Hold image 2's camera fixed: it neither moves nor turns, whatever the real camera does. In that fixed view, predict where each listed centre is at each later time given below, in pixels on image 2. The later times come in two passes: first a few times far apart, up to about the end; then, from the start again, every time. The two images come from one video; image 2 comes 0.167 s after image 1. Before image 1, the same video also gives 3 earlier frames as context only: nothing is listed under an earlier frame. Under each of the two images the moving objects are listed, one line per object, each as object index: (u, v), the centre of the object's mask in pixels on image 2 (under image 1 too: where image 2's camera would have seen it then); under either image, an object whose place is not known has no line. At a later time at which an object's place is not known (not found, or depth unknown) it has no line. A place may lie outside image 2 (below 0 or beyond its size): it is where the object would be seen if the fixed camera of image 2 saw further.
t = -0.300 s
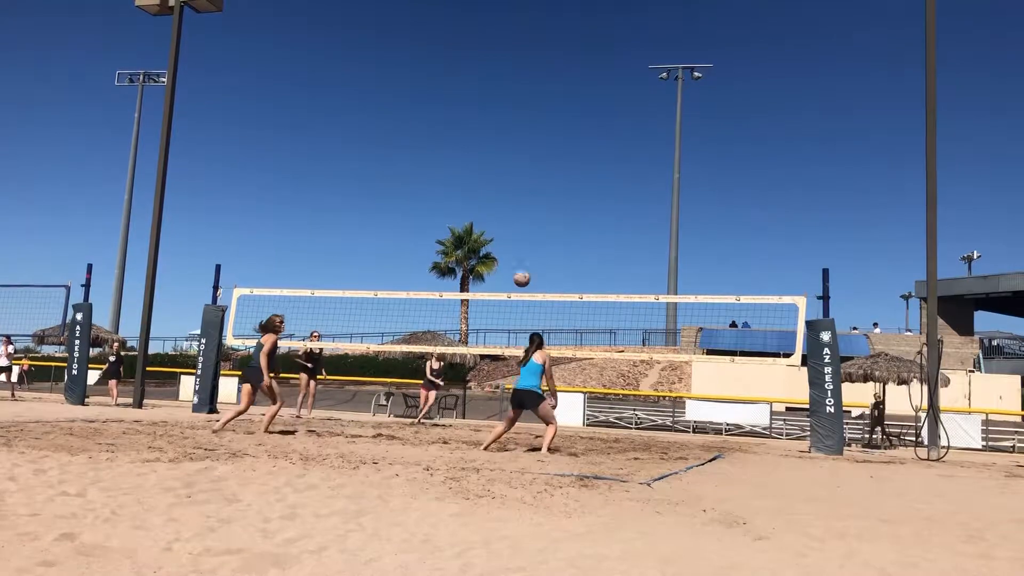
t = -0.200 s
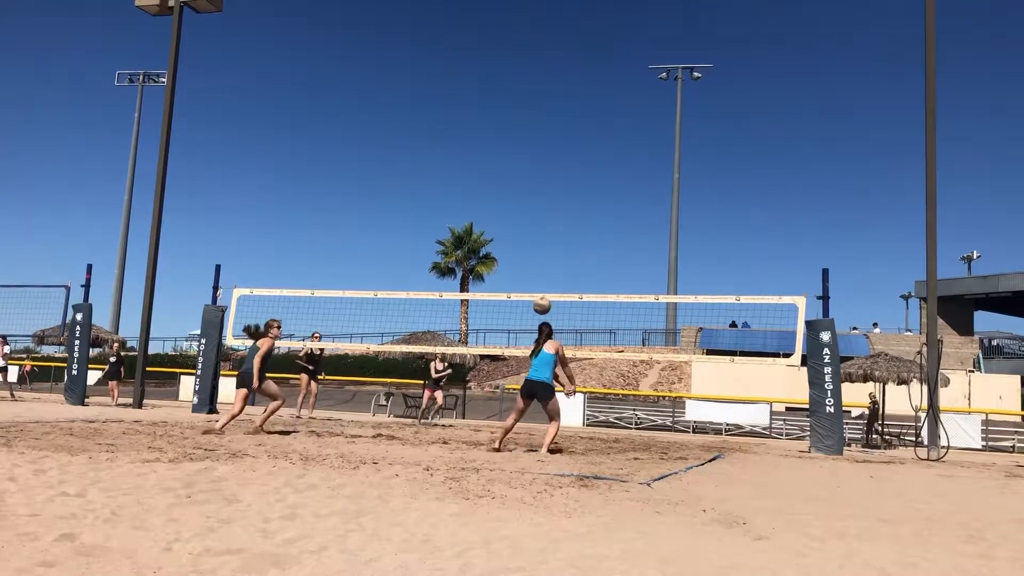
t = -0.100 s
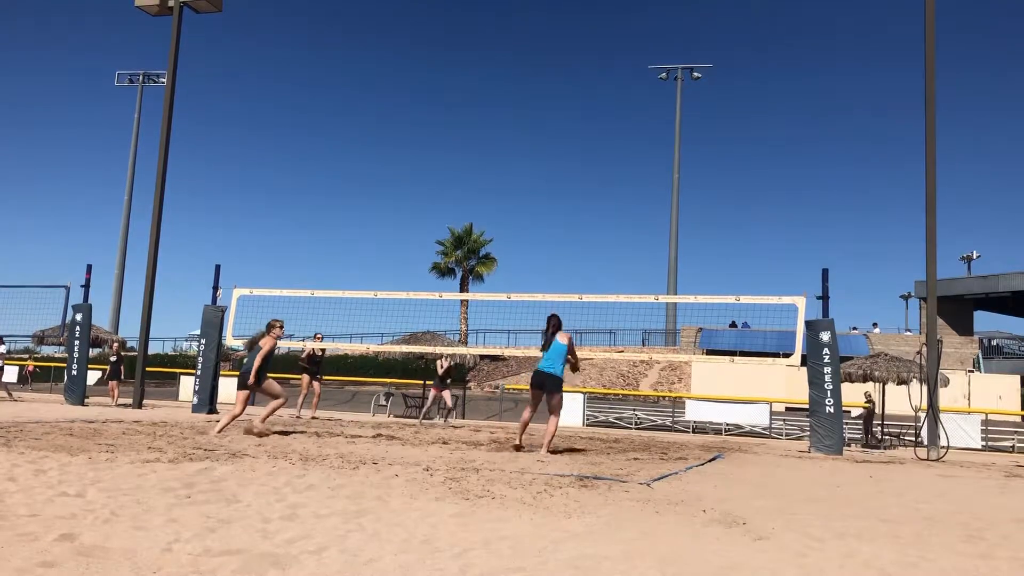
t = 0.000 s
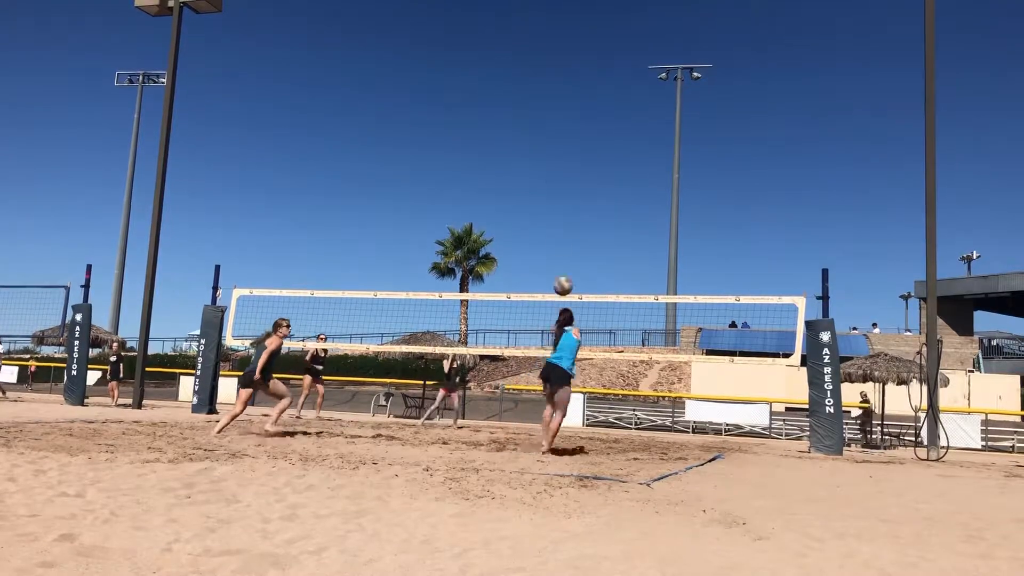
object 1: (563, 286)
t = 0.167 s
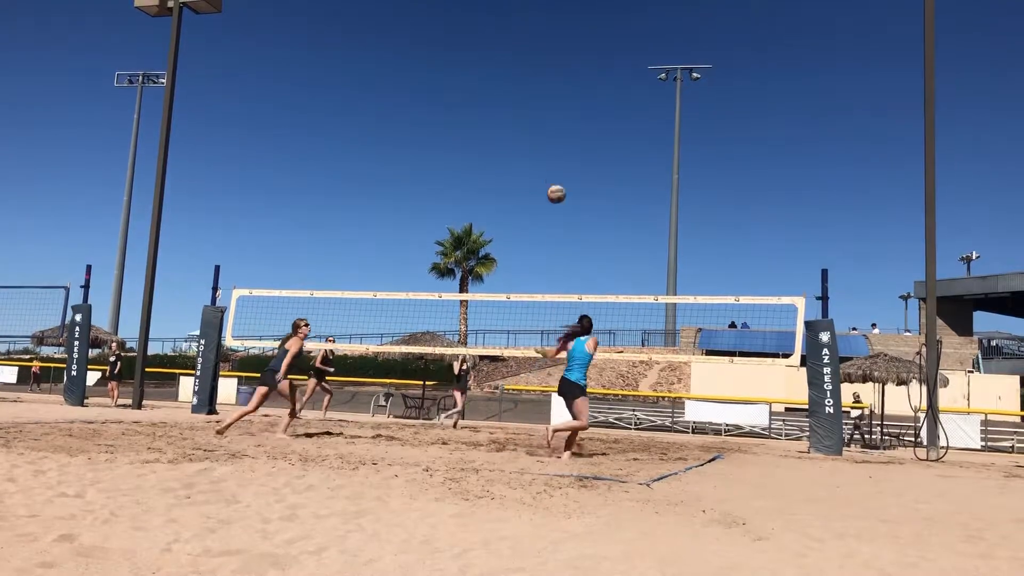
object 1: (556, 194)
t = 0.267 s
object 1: (552, 153)
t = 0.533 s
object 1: (538, 85)
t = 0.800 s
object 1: (522, 75)
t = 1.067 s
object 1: (504, 114)
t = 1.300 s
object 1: (485, 185)
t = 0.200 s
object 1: (555, 179)
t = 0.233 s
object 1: (553, 166)
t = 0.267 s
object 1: (552, 153)
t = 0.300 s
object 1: (550, 141)
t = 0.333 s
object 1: (548, 130)
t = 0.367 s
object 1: (547, 120)
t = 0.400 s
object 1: (545, 111)
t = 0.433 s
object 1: (543, 103)
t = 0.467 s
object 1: (542, 97)
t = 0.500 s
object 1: (540, 91)
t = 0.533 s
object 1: (538, 85)
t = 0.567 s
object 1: (536, 81)
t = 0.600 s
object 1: (534, 78)
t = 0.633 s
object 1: (532, 75)
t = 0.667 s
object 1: (530, 73)
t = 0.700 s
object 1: (528, 73)
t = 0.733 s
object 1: (526, 73)
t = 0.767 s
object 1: (524, 73)
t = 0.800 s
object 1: (522, 75)
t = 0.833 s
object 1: (519, 77)
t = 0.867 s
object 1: (517, 80)
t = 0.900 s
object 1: (515, 84)
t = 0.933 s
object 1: (513, 88)
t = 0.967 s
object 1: (511, 94)
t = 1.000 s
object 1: (508, 100)
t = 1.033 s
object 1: (506, 107)
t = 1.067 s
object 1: (504, 114)
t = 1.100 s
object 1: (501, 122)
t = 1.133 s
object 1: (499, 131)
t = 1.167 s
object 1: (496, 141)
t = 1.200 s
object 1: (493, 151)
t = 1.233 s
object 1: (491, 162)
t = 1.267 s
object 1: (489, 173)
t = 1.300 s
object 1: (485, 185)
